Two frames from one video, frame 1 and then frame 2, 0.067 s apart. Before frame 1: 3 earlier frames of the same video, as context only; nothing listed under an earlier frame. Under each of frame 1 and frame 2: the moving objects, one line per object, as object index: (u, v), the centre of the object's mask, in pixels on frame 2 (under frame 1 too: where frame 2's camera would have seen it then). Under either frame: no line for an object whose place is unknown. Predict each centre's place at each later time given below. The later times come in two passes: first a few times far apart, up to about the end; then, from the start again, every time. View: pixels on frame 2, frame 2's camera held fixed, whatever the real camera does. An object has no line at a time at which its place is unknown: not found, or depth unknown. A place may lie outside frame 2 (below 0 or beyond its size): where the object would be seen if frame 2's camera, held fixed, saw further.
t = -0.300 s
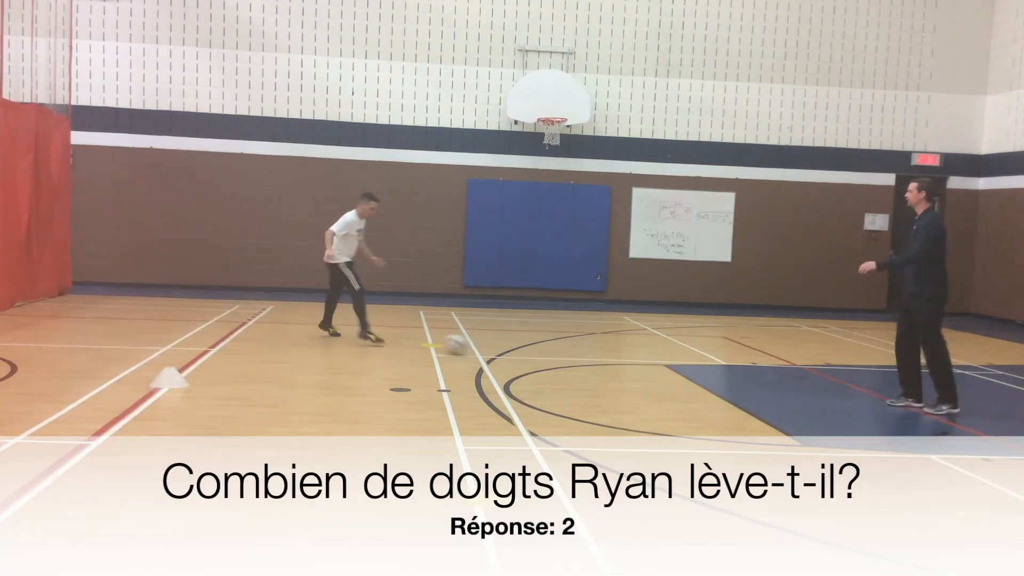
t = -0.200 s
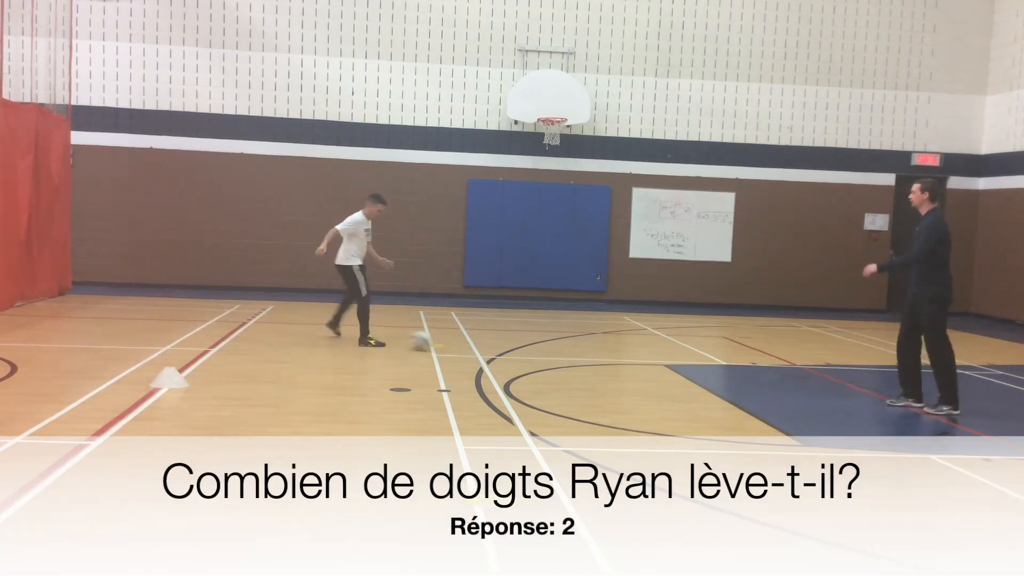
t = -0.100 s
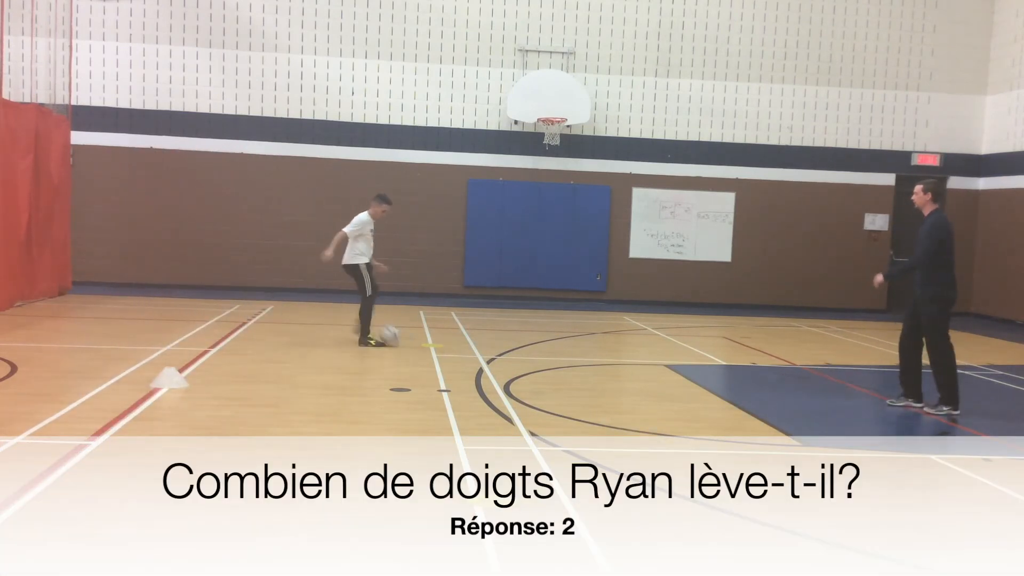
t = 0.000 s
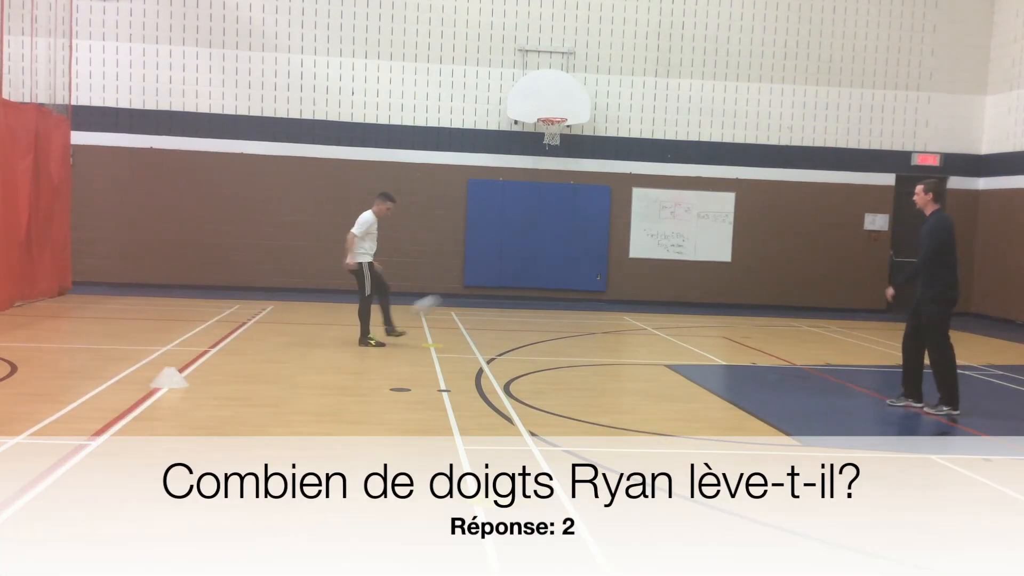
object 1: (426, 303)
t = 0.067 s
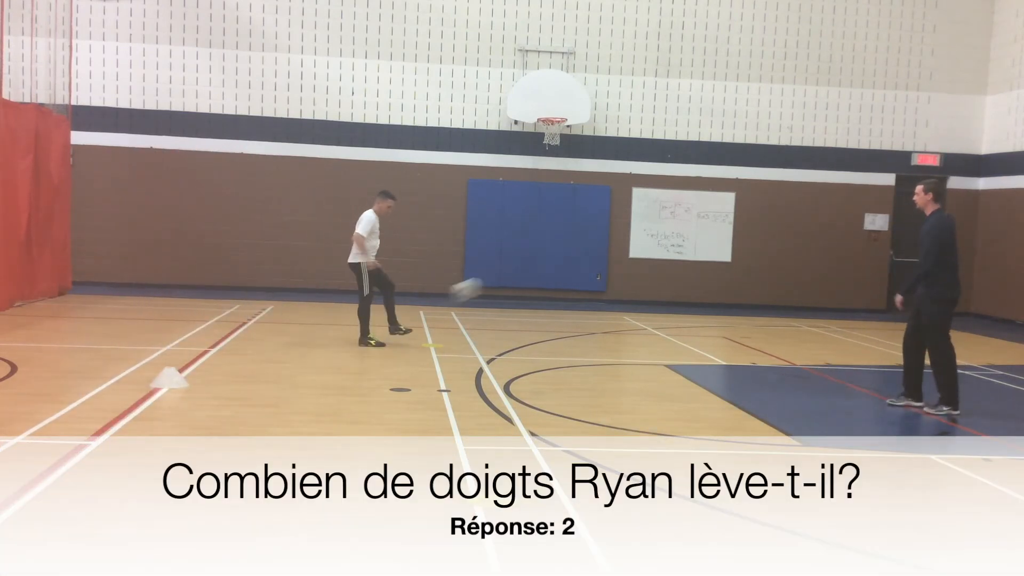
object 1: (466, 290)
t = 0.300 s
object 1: (615, 260)
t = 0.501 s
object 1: (754, 274)
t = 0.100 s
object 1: (487, 283)
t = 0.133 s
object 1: (508, 276)
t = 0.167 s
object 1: (529, 271)
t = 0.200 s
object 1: (551, 266)
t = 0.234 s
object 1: (572, 263)
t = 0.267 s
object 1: (594, 261)
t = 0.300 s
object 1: (615, 260)
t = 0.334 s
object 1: (638, 259)
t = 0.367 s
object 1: (659, 264)
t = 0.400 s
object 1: (684, 263)
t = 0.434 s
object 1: (706, 265)
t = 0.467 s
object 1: (731, 269)
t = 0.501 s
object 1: (754, 274)
